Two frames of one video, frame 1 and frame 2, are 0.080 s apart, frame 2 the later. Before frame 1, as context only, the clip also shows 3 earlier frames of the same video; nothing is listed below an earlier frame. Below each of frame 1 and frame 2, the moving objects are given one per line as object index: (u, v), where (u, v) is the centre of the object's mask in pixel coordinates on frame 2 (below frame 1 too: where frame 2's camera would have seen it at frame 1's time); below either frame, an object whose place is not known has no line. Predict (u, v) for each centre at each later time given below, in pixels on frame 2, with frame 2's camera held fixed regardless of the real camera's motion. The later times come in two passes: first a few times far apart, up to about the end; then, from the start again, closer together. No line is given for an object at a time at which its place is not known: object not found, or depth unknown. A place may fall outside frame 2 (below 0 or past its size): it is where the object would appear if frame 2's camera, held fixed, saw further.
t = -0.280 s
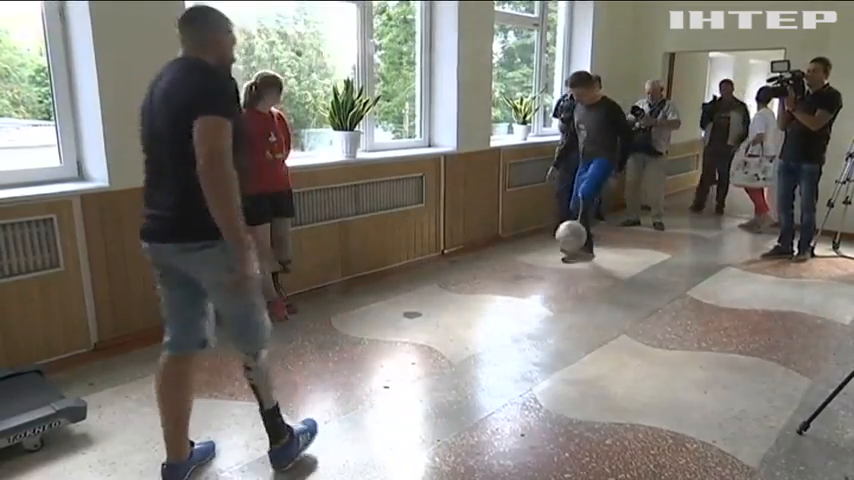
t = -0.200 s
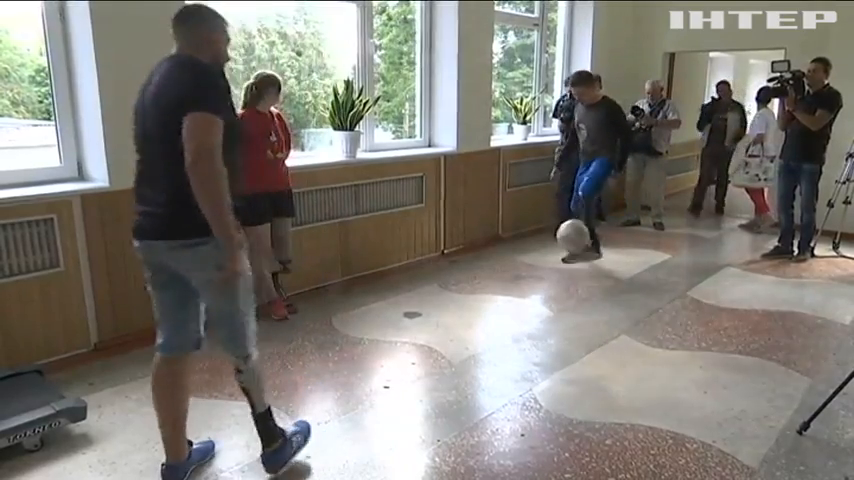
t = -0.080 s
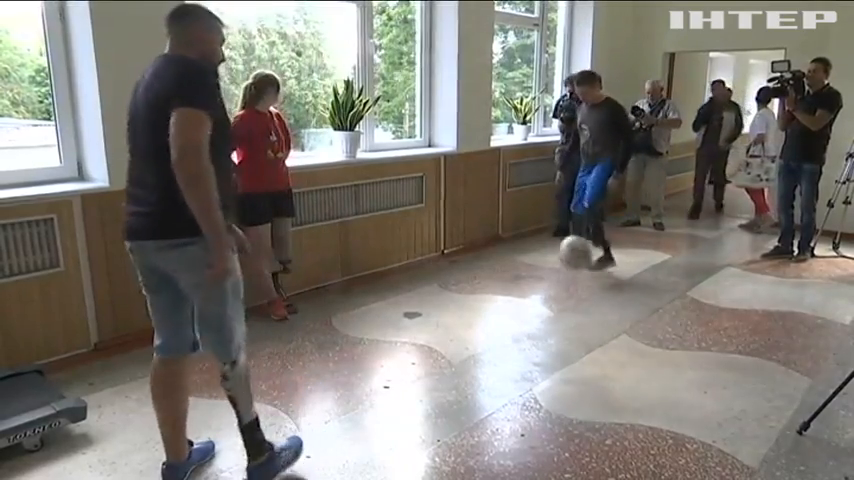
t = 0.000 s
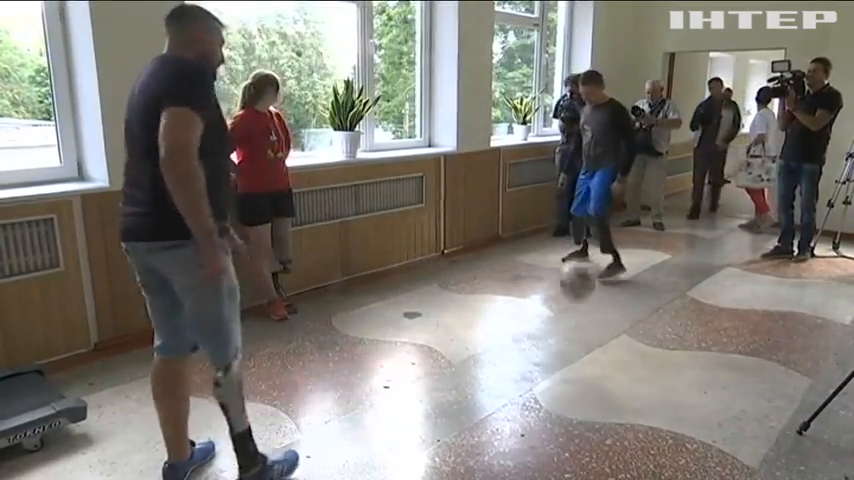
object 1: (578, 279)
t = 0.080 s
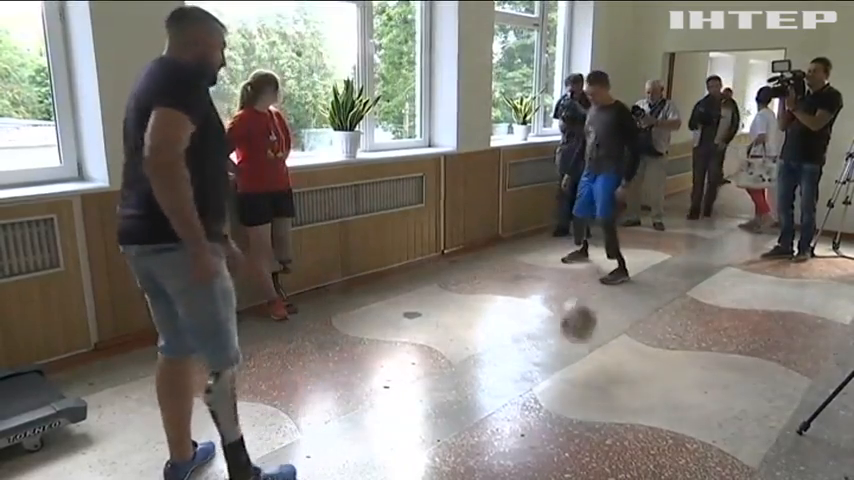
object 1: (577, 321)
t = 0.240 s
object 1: (580, 334)
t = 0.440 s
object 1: (583, 338)
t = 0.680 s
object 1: (581, 449)
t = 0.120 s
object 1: (577, 347)
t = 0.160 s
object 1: (577, 352)
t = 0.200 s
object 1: (579, 342)
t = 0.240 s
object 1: (580, 334)
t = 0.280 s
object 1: (581, 330)
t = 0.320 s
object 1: (582, 328)
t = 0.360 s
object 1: (582, 328)
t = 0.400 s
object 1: (582, 331)
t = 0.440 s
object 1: (583, 338)
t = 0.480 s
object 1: (583, 351)
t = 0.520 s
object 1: (583, 365)
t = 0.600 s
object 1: (581, 410)
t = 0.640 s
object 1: (583, 437)
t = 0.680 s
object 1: (581, 449)
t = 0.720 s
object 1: (583, 441)
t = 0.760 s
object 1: (583, 438)
